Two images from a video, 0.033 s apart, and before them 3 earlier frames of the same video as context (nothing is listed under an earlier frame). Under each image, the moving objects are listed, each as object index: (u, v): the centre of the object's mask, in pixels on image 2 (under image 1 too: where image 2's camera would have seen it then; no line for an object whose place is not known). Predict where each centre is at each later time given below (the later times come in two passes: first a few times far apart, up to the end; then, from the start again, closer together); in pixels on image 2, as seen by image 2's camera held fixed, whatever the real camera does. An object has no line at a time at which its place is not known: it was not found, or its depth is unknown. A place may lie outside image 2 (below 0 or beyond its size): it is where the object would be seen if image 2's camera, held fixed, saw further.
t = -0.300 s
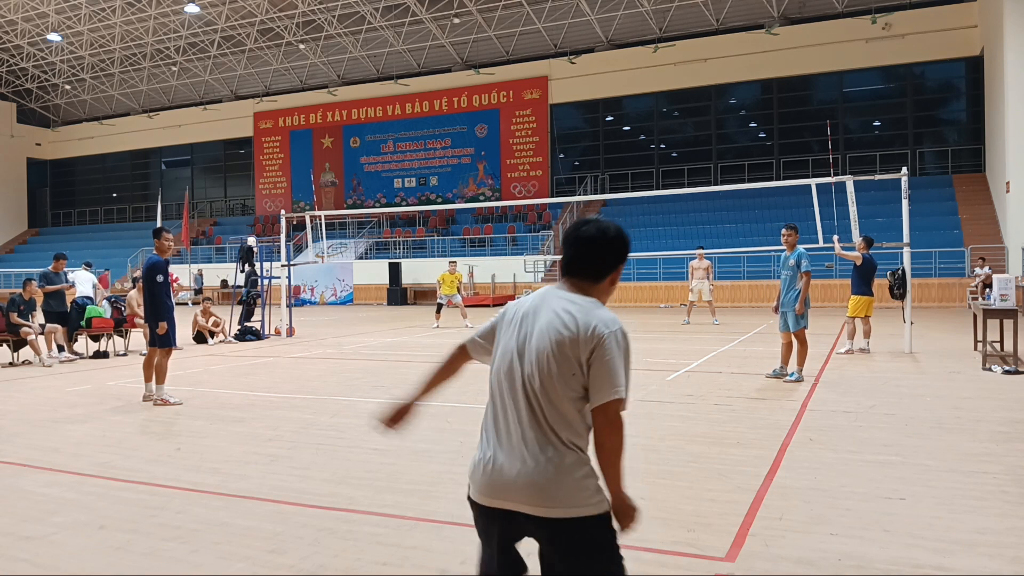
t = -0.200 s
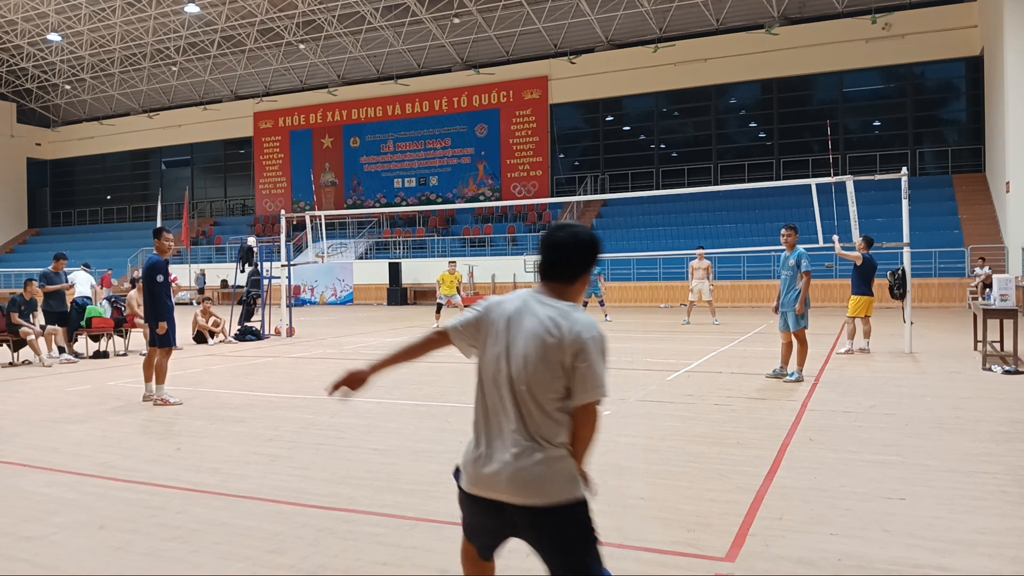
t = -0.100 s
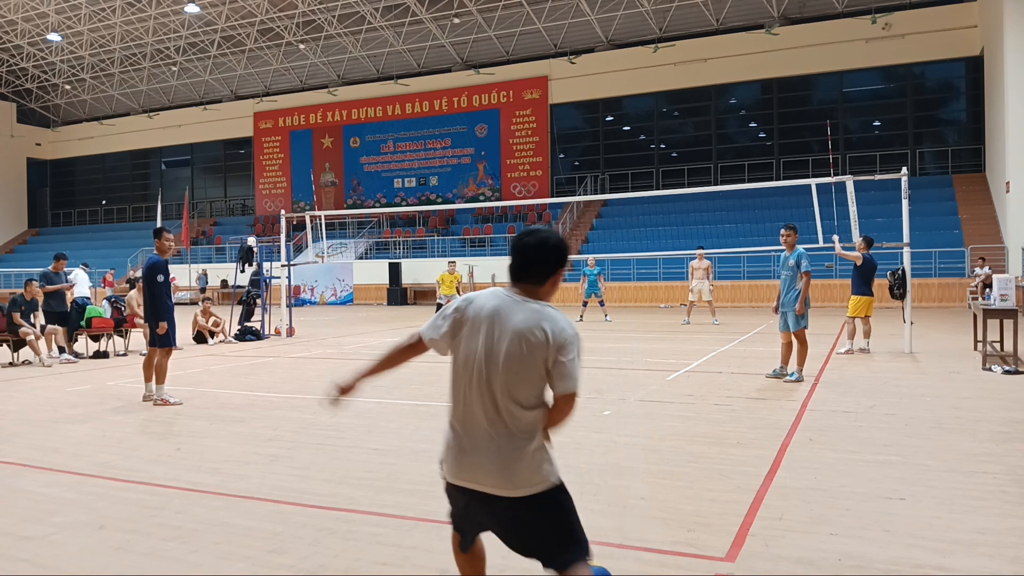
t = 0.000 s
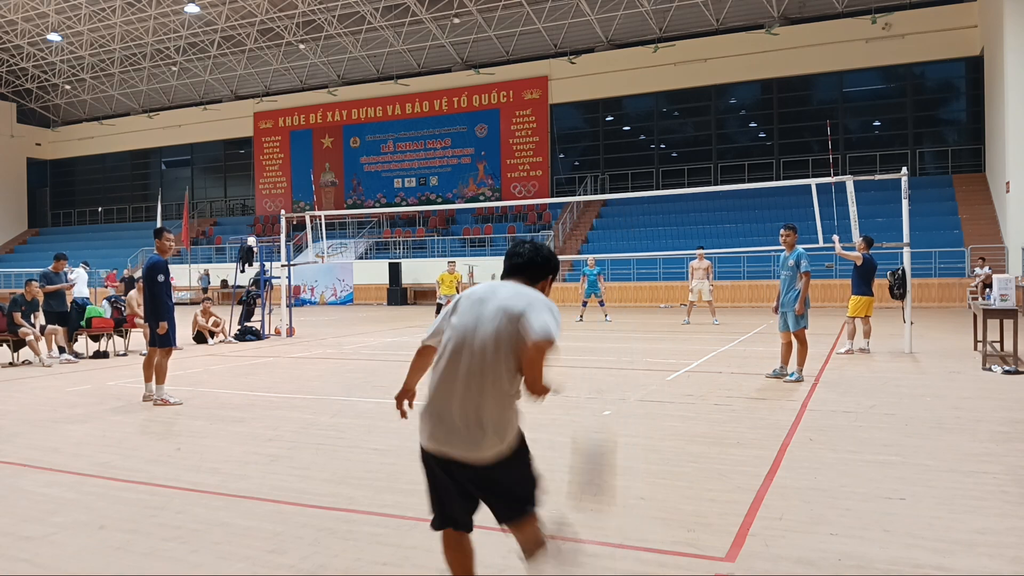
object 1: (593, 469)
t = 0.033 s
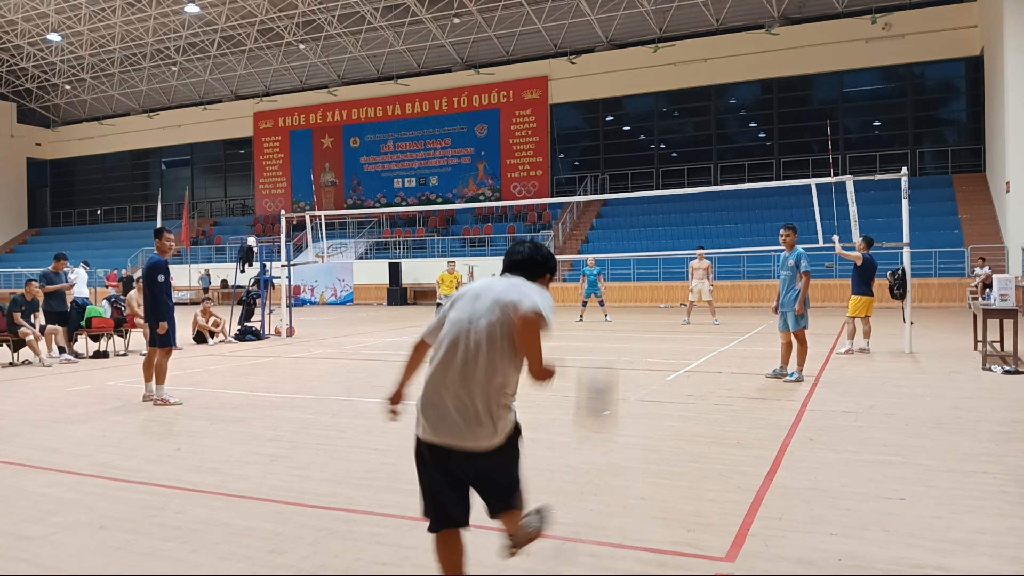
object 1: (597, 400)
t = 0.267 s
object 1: (614, 160)
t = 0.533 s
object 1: (630, 103)
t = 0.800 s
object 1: (639, 113)
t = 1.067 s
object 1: (646, 156)
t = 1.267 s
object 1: (651, 200)
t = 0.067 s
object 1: (599, 341)
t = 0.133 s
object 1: (604, 246)
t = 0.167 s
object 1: (607, 222)
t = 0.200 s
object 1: (609, 197)
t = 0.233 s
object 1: (612, 175)
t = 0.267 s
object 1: (614, 160)
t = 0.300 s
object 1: (617, 146)
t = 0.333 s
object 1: (620, 134)
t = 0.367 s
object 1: (622, 125)
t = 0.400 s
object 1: (624, 118)
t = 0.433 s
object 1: (626, 112)
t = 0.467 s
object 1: (627, 108)
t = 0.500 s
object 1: (629, 105)
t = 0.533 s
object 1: (630, 103)
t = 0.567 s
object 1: (631, 102)
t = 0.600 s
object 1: (632, 101)
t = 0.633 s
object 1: (633, 102)
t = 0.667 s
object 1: (634, 103)
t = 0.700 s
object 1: (635, 104)
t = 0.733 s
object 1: (637, 107)
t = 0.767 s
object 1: (638, 110)
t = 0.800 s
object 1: (639, 113)
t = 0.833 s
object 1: (640, 117)
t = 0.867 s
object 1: (641, 122)
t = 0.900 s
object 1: (642, 126)
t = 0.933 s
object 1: (643, 132)
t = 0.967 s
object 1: (643, 138)
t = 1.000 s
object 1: (644, 144)
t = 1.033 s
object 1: (645, 150)
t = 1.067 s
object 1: (646, 156)
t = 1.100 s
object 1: (647, 162)
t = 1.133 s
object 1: (648, 169)
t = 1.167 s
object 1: (649, 176)
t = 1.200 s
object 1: (649, 183)
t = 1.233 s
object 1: (650, 188)
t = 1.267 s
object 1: (651, 200)
